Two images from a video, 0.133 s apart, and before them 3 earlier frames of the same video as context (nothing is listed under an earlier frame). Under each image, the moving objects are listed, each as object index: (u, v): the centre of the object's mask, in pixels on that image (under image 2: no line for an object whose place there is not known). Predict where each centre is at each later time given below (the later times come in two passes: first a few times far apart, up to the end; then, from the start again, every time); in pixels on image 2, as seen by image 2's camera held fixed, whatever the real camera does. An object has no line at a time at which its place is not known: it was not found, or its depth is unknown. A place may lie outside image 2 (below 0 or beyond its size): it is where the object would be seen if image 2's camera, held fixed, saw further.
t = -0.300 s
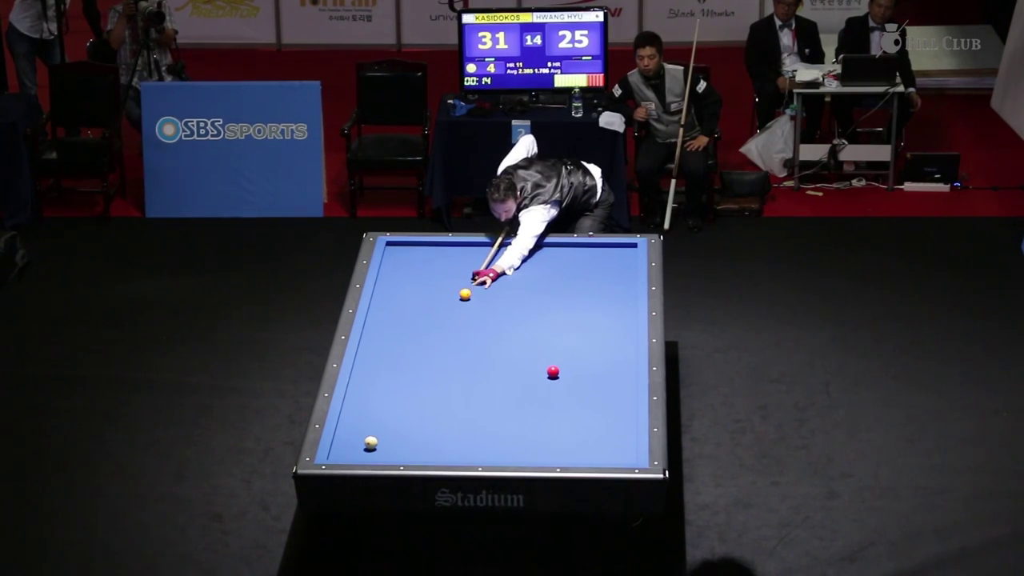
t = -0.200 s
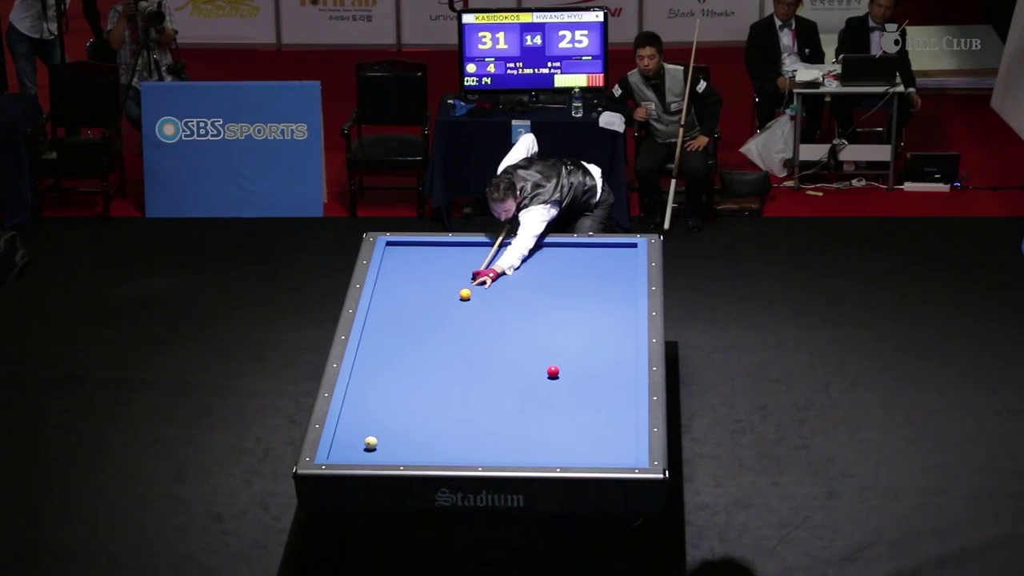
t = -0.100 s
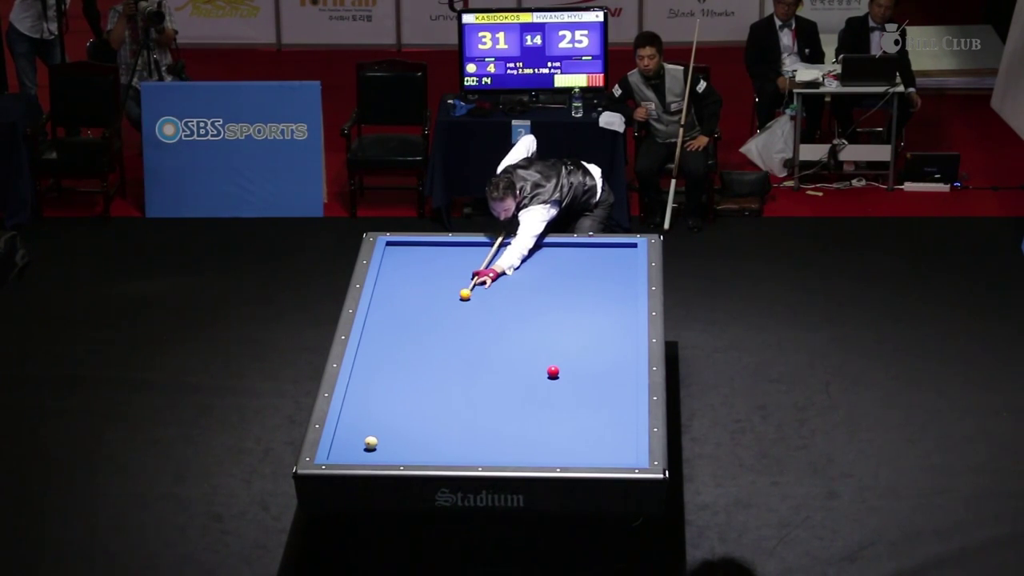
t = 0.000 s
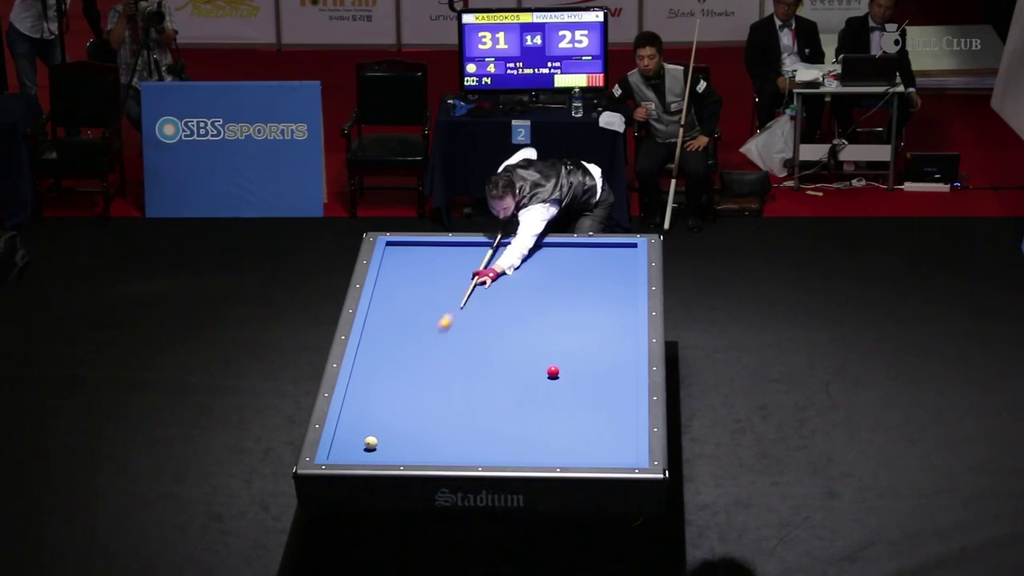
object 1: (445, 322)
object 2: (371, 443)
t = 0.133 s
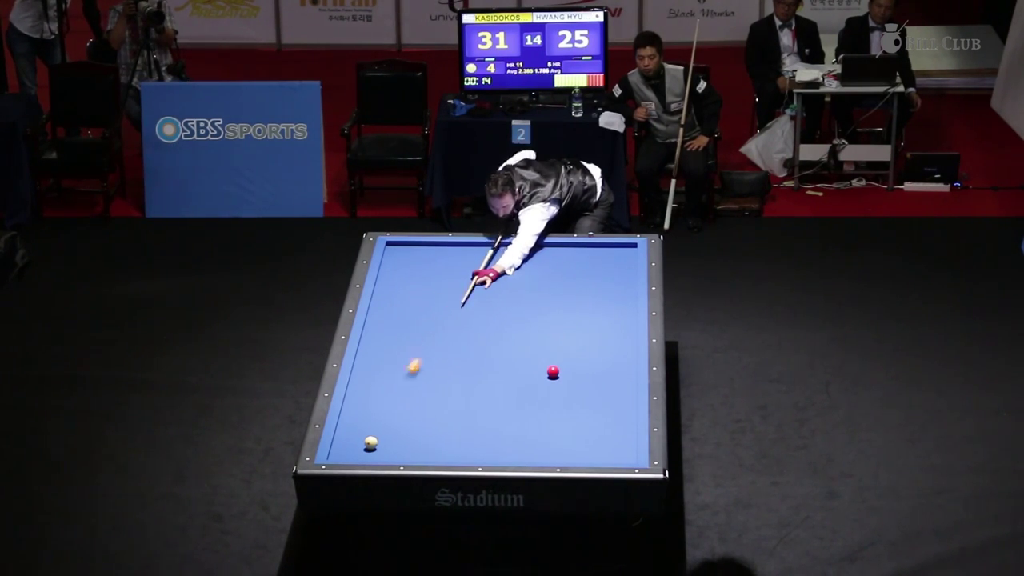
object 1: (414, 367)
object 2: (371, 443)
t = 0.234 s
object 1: (390, 401)
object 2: (371, 443)
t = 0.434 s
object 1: (347, 449)
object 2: (393, 454)
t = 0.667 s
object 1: (415, 449)
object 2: (428, 421)
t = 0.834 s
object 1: (457, 439)
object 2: (448, 402)
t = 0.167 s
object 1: (406, 378)
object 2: (371, 443)
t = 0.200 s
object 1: (398, 389)
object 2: (371, 443)
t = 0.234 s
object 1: (390, 401)
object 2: (371, 443)
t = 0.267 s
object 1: (382, 412)
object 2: (371, 443)
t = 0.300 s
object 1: (374, 424)
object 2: (371, 443)
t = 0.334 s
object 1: (364, 435)
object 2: (371, 443)
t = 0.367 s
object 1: (350, 441)
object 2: (378, 448)
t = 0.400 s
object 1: (338, 446)
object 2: (385, 454)
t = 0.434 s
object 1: (347, 449)
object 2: (393, 454)
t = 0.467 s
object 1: (357, 452)
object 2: (398, 449)
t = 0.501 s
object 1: (367, 455)
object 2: (404, 444)
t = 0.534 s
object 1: (377, 456)
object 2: (409, 439)
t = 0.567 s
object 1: (387, 454)
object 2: (414, 434)
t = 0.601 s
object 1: (397, 453)
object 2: (419, 429)
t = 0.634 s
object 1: (406, 451)
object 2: (424, 425)
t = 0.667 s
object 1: (415, 449)
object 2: (428, 421)
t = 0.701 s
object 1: (424, 447)
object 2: (432, 417)
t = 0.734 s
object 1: (433, 444)
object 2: (437, 413)
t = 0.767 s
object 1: (441, 443)
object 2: (440, 409)
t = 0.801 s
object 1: (449, 441)
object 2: (444, 405)
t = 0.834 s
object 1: (457, 439)
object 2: (448, 402)
